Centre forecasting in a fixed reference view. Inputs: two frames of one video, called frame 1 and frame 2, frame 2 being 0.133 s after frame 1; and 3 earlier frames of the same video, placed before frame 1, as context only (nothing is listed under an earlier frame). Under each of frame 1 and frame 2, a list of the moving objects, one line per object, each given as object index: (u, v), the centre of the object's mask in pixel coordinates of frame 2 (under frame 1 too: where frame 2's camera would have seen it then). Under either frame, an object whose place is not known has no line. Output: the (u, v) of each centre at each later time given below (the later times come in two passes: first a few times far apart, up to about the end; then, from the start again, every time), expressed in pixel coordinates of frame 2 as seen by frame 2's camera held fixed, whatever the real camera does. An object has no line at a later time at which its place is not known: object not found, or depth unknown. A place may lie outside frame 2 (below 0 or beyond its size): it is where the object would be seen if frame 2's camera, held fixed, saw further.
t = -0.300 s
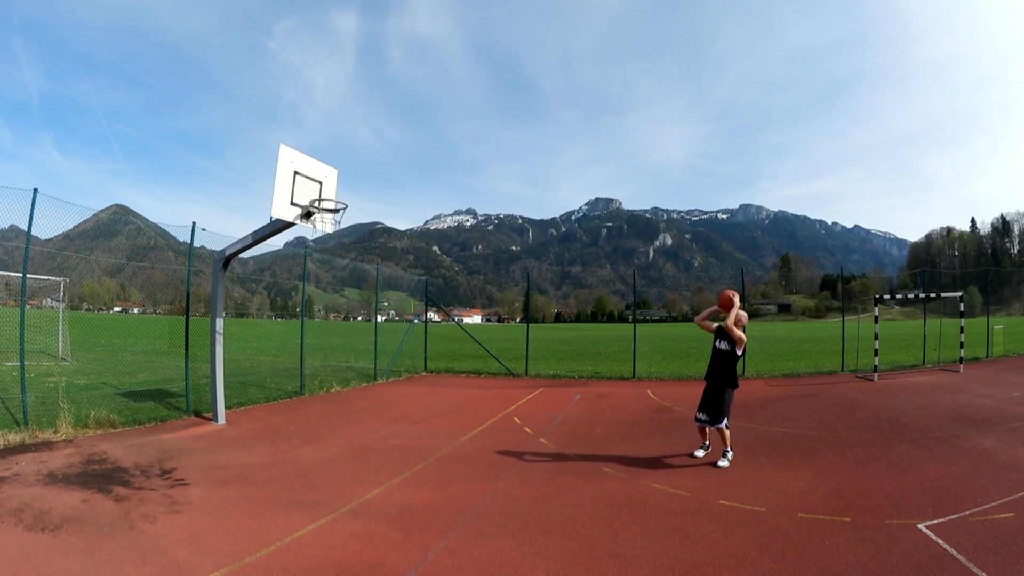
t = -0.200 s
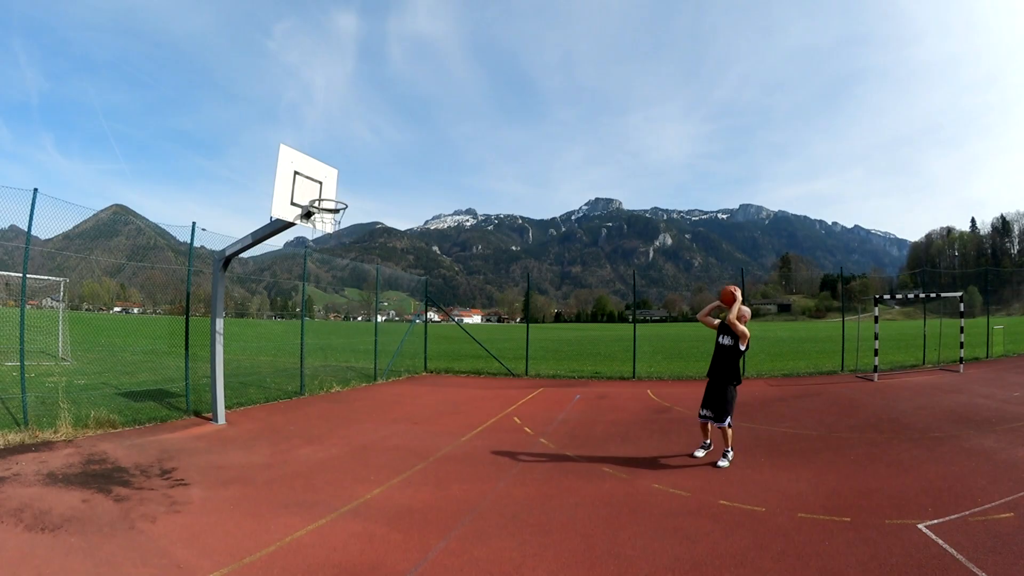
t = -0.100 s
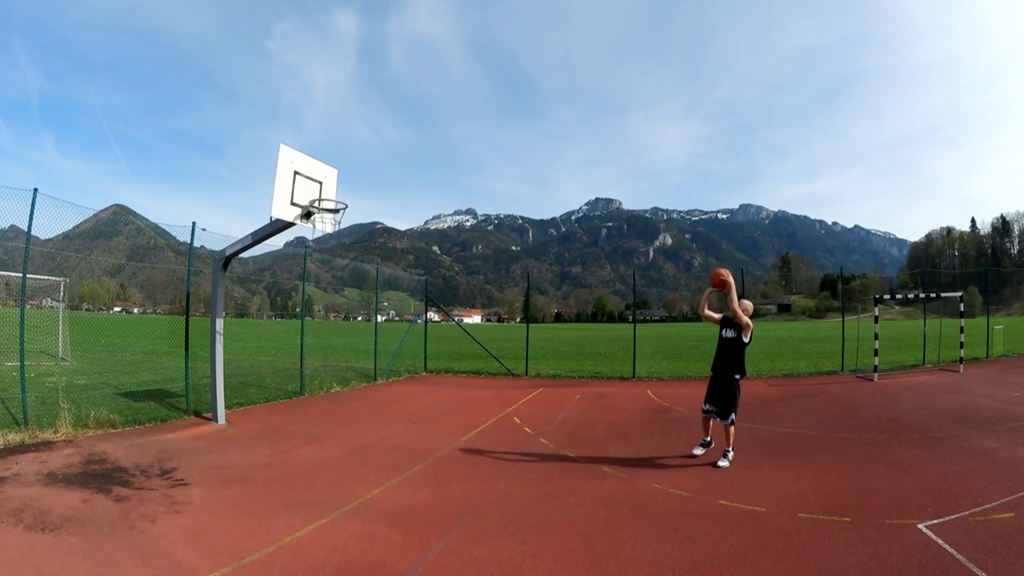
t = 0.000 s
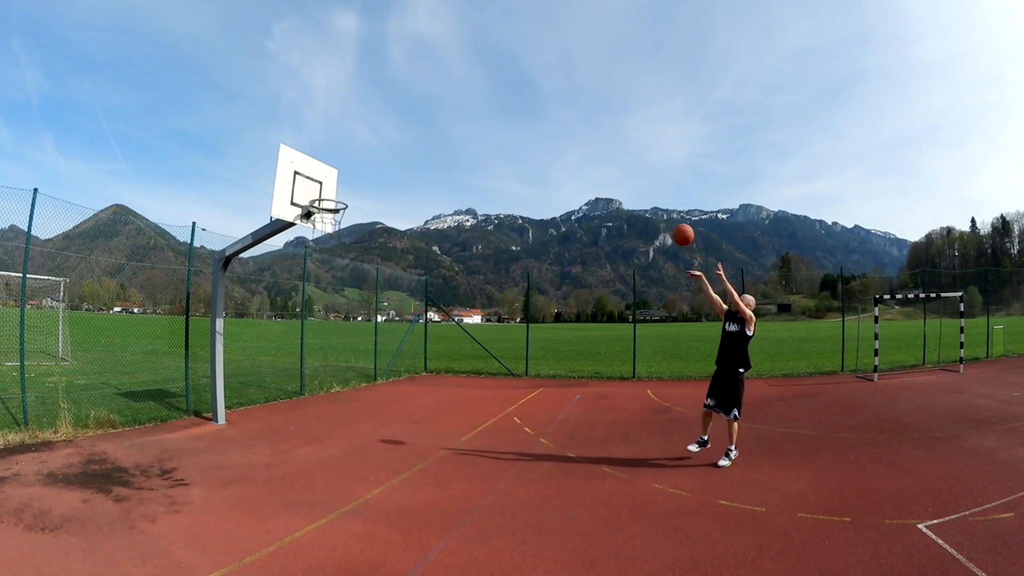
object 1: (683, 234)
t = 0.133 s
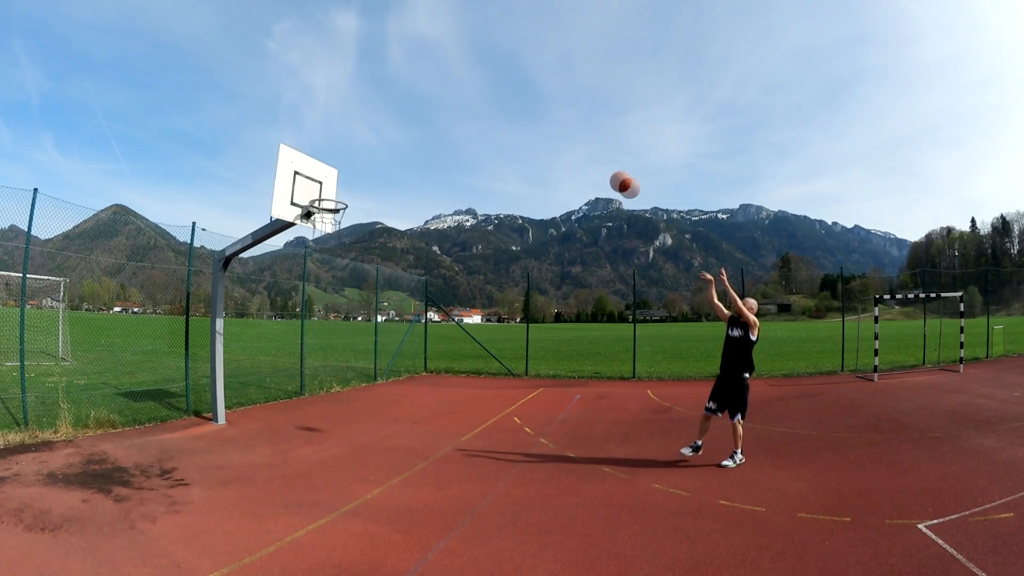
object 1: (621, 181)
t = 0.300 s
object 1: (550, 145)
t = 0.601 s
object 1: (427, 141)
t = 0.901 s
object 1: (318, 209)
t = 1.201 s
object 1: (337, 275)
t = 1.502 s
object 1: (359, 407)
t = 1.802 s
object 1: (394, 350)
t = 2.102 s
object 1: (433, 299)
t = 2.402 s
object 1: (470, 318)
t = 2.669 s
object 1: (500, 385)
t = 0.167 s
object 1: (611, 176)
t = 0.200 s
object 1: (594, 165)
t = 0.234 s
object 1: (577, 156)
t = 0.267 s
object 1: (567, 152)
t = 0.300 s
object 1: (550, 145)
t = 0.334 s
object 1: (534, 140)
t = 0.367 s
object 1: (524, 138)
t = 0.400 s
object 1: (508, 135)
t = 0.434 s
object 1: (492, 134)
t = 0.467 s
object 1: (483, 133)
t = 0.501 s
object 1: (467, 134)
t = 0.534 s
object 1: (451, 135)
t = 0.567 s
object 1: (443, 137)
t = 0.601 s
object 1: (427, 141)
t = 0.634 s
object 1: (415, 144)
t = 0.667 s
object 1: (404, 149)
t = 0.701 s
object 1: (389, 155)
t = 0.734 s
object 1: (378, 161)
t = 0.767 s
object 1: (367, 168)
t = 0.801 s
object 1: (352, 178)
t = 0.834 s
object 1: (340, 187)
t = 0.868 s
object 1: (332, 193)
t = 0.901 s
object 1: (318, 209)
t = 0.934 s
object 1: (318, 214)
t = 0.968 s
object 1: (320, 219)
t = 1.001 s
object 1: (323, 225)
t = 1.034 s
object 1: (326, 232)
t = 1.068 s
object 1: (328, 237)
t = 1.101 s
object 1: (330, 246)
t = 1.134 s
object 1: (332, 254)
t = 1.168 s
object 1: (334, 263)
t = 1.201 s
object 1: (337, 275)
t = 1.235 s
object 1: (339, 286)
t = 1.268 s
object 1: (341, 297)
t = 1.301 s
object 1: (343, 312)
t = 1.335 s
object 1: (346, 325)
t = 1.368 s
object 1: (348, 338)
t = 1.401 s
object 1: (351, 356)
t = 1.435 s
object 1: (354, 376)
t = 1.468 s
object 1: (356, 386)
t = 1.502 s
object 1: (359, 407)
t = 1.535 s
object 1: (362, 428)
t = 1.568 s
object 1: (365, 437)
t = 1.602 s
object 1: (369, 420)
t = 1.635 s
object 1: (373, 404)
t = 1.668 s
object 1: (376, 396)
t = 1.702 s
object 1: (381, 381)
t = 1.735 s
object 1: (386, 368)
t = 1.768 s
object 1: (389, 361)
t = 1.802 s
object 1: (394, 350)
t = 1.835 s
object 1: (399, 339)
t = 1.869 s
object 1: (402, 333)
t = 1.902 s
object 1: (407, 325)
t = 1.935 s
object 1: (411, 318)
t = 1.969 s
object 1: (415, 314)
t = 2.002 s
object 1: (420, 308)
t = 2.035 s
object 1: (425, 304)
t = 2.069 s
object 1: (429, 301)
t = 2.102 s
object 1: (433, 299)
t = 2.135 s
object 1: (437, 298)
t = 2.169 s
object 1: (441, 298)
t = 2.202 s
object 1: (445, 298)
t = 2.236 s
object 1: (450, 300)
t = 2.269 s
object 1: (454, 301)
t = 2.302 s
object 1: (458, 304)
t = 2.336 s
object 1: (462, 308)
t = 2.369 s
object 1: (465, 312)
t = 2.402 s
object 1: (470, 318)
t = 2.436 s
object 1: (475, 325)
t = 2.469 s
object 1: (478, 331)
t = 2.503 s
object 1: (482, 339)
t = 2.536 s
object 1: (487, 348)
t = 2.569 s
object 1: (489, 355)
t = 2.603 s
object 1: (494, 366)
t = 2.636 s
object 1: (498, 379)
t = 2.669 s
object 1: (500, 385)
